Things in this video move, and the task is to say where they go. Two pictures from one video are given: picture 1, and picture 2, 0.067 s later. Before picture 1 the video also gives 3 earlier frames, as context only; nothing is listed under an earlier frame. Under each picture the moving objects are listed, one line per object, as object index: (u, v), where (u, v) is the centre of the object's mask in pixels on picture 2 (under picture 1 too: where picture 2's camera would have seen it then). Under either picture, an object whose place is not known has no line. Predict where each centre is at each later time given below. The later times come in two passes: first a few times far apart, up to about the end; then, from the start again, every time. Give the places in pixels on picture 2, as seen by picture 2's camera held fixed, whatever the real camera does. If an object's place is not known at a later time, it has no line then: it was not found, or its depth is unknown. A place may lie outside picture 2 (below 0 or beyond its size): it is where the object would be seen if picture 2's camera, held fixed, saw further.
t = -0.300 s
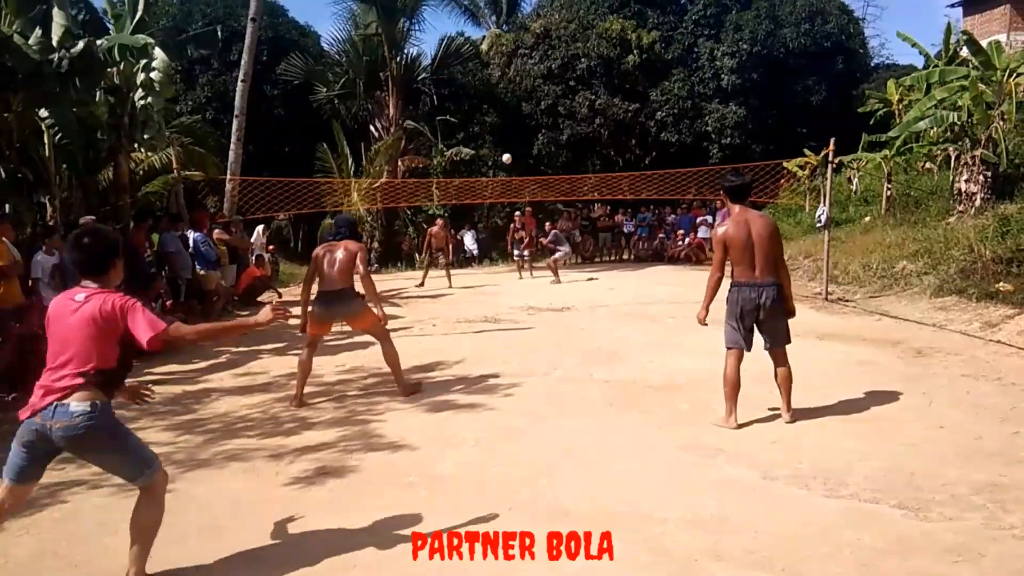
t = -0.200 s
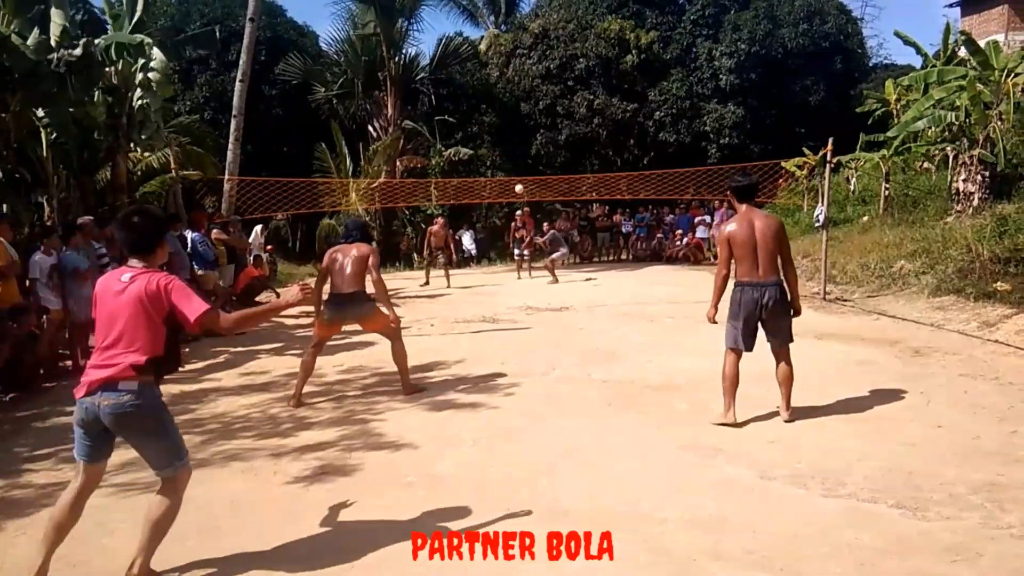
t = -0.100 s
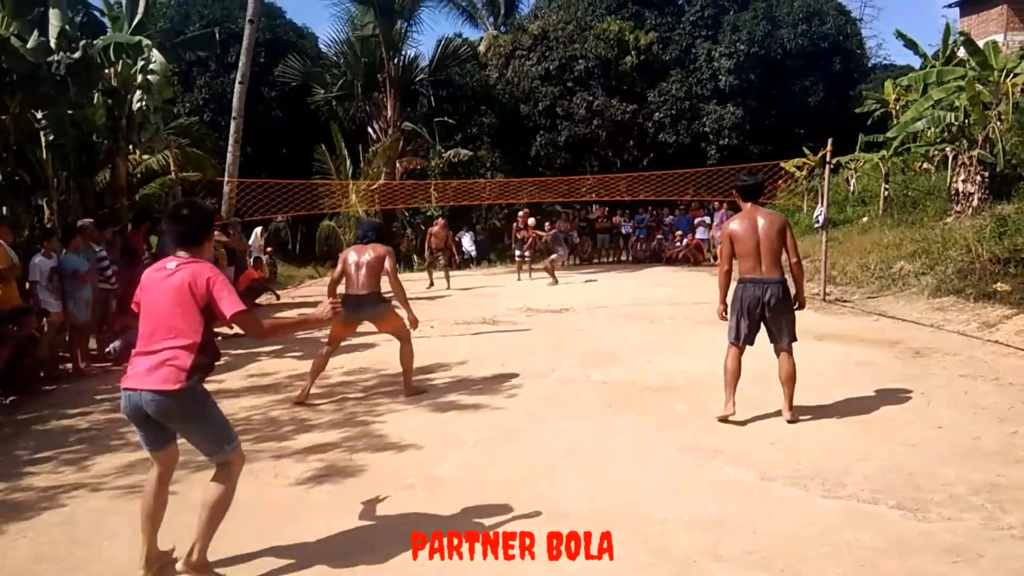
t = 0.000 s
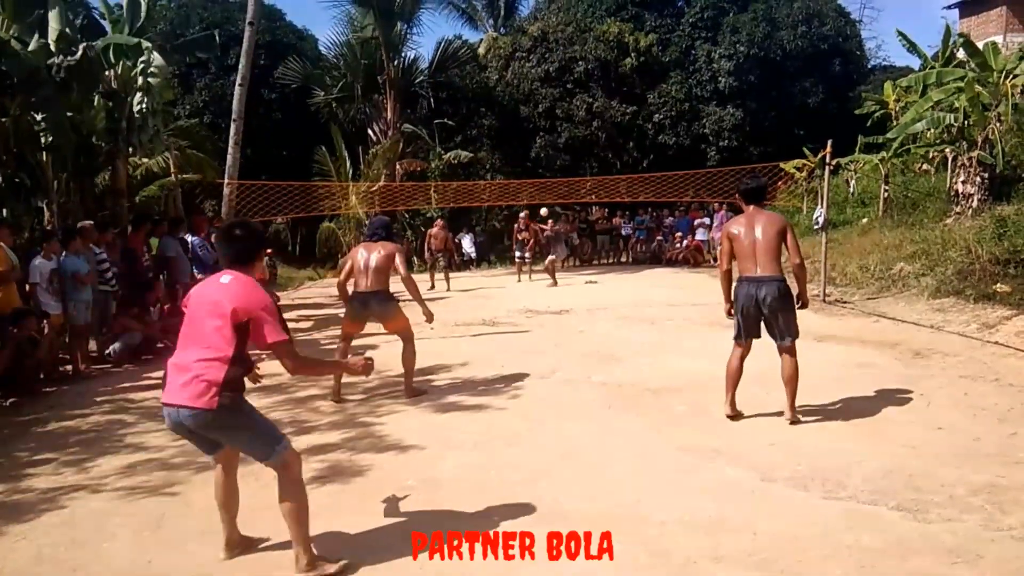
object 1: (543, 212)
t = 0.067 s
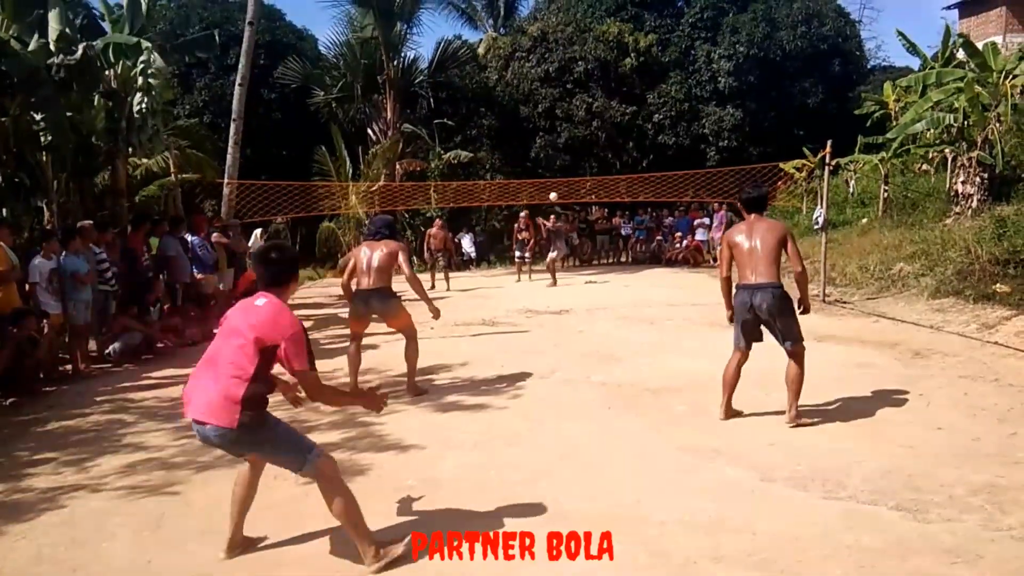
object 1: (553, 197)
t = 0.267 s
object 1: (587, 159)
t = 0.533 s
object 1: (645, 134)
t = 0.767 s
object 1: (714, 153)
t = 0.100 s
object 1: (558, 189)
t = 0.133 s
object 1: (563, 183)
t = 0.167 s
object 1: (569, 176)
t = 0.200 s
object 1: (575, 170)
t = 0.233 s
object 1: (581, 164)
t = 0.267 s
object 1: (587, 159)
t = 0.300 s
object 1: (593, 154)
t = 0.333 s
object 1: (599, 149)
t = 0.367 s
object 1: (606, 145)
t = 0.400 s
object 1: (613, 142)
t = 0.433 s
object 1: (621, 139)
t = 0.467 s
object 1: (629, 137)
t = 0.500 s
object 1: (637, 135)
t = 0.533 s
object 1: (645, 134)
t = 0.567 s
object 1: (654, 134)
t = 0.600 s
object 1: (663, 134)
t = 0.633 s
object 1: (672, 136)
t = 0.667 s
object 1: (682, 139)
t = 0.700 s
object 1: (692, 142)
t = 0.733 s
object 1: (703, 147)
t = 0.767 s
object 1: (714, 153)
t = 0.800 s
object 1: (726, 159)
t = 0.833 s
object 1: (739, 167)
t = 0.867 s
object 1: (752, 177)
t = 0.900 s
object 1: (765, 188)
